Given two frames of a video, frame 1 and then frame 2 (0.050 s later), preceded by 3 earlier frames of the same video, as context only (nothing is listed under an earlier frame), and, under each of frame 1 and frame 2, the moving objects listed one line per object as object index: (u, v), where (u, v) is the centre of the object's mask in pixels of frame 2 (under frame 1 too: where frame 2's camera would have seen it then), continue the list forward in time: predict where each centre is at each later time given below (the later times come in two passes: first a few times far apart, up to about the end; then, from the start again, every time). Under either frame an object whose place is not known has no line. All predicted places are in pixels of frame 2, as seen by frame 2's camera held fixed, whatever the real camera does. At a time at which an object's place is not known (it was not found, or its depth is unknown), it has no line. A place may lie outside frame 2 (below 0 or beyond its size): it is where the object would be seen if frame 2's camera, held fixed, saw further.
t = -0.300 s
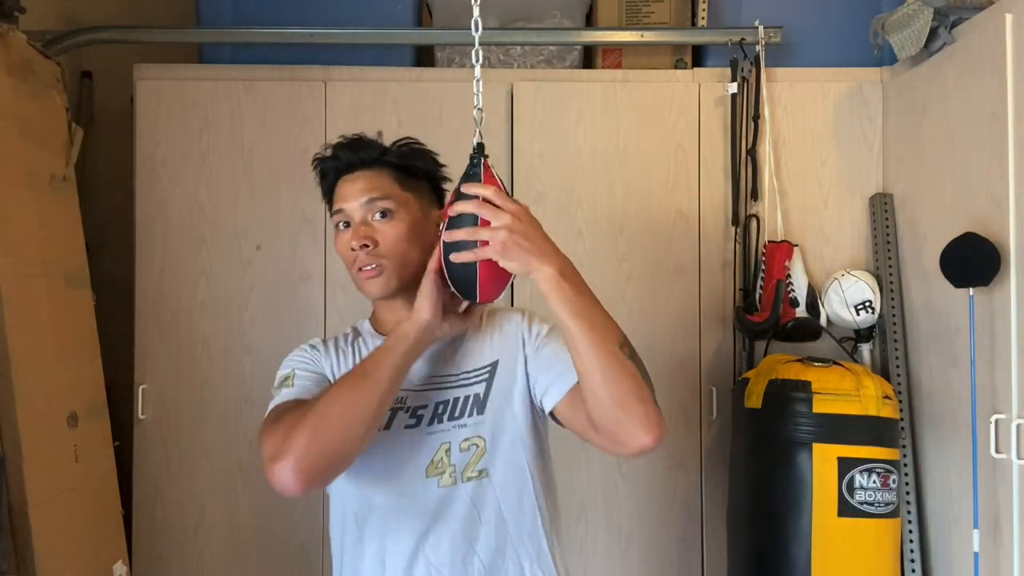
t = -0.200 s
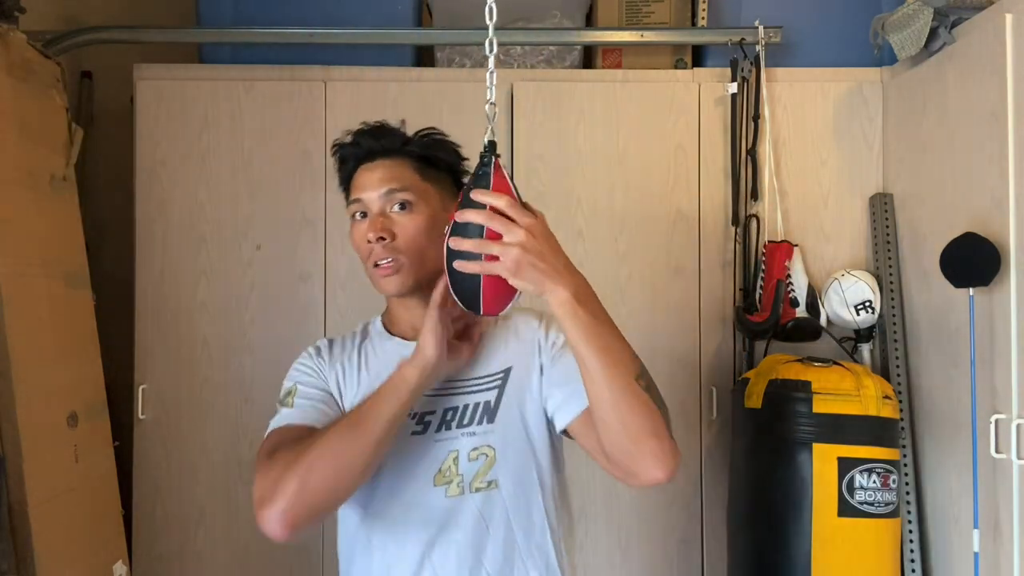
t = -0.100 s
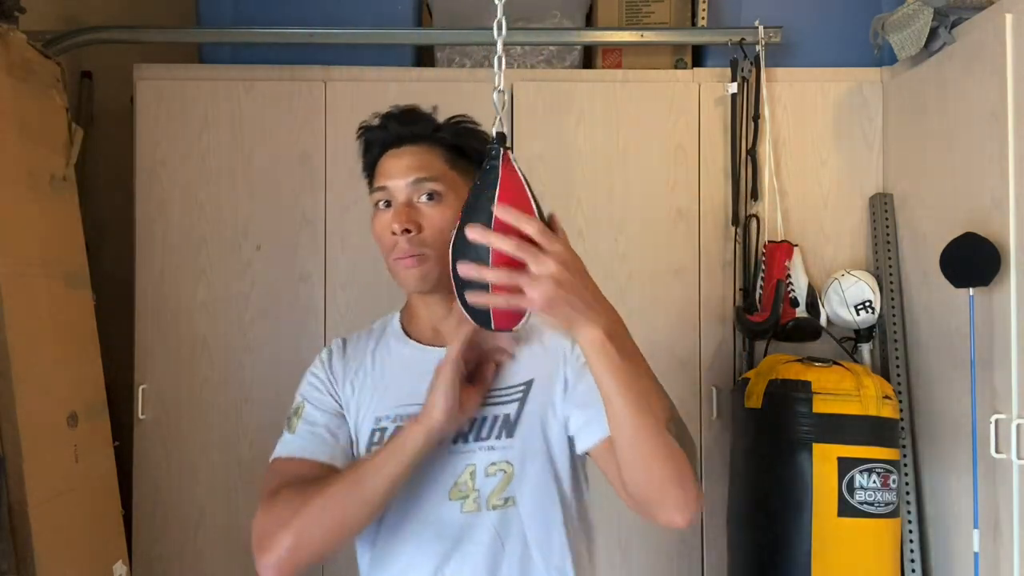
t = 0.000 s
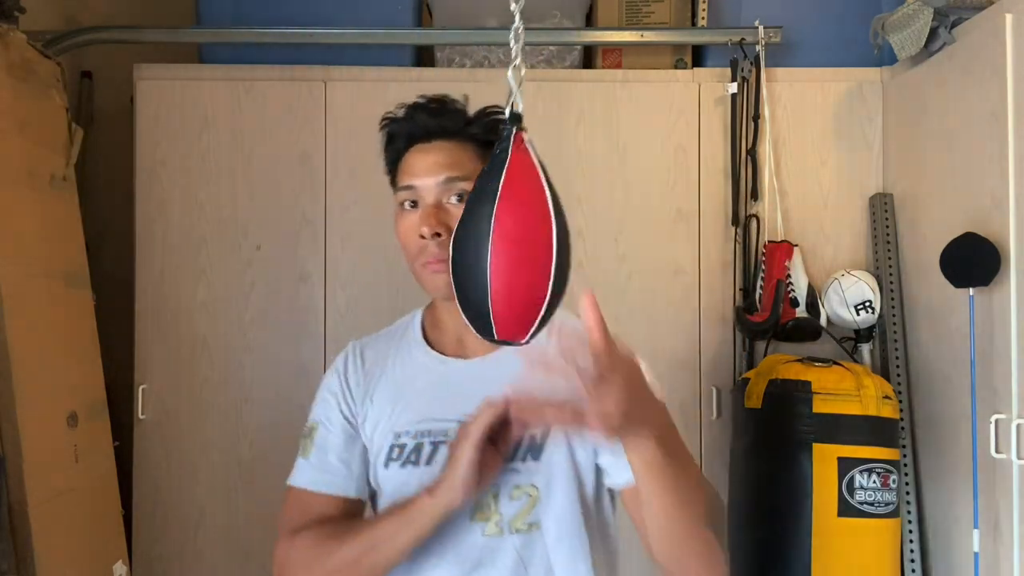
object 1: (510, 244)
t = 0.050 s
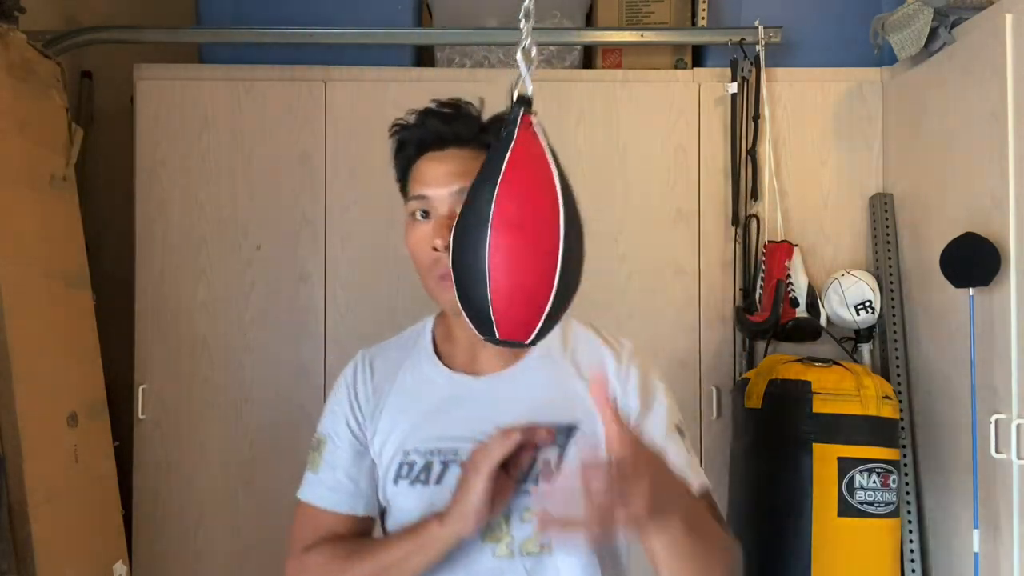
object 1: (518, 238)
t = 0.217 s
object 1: (558, 171)
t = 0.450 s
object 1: (640, 101)
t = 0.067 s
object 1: (520, 233)
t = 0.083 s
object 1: (523, 230)
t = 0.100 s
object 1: (526, 224)
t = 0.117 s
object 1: (530, 219)
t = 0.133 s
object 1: (534, 213)
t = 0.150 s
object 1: (538, 206)
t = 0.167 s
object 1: (542, 197)
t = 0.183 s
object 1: (547, 189)
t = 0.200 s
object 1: (553, 180)
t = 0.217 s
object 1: (558, 171)
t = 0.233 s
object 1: (564, 164)
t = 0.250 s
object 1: (571, 156)
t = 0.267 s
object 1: (578, 147)
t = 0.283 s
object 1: (584, 139)
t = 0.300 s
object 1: (592, 131)
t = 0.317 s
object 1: (598, 126)
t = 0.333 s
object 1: (606, 121)
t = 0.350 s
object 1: (614, 118)
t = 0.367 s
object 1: (621, 114)
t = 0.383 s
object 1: (626, 109)
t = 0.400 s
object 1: (632, 107)
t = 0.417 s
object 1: (636, 104)
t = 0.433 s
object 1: (639, 103)
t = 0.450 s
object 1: (640, 101)
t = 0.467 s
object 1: (642, 100)
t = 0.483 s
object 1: (641, 100)
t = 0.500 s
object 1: (639, 99)
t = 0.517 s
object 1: (636, 99)
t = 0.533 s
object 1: (634, 100)
